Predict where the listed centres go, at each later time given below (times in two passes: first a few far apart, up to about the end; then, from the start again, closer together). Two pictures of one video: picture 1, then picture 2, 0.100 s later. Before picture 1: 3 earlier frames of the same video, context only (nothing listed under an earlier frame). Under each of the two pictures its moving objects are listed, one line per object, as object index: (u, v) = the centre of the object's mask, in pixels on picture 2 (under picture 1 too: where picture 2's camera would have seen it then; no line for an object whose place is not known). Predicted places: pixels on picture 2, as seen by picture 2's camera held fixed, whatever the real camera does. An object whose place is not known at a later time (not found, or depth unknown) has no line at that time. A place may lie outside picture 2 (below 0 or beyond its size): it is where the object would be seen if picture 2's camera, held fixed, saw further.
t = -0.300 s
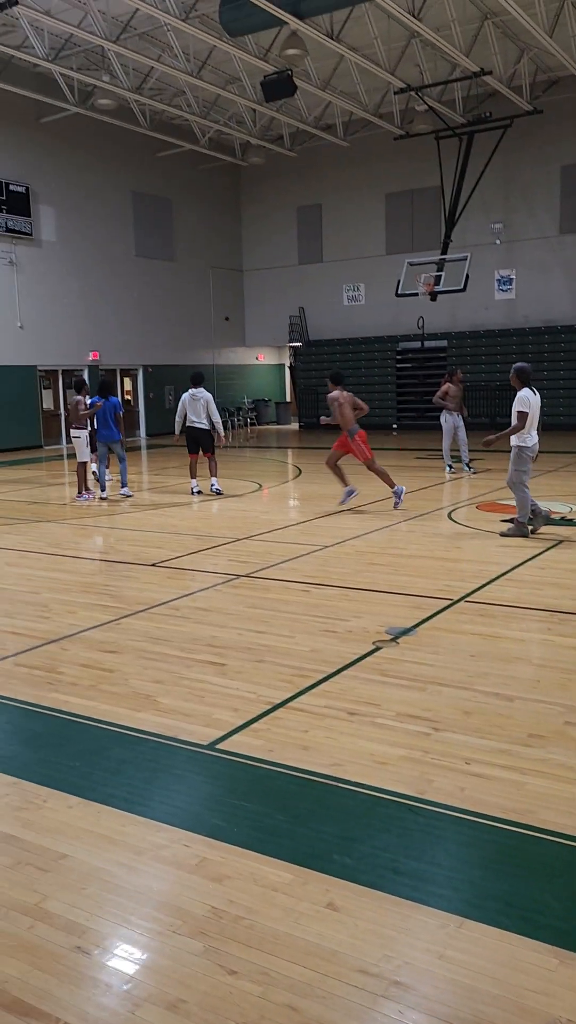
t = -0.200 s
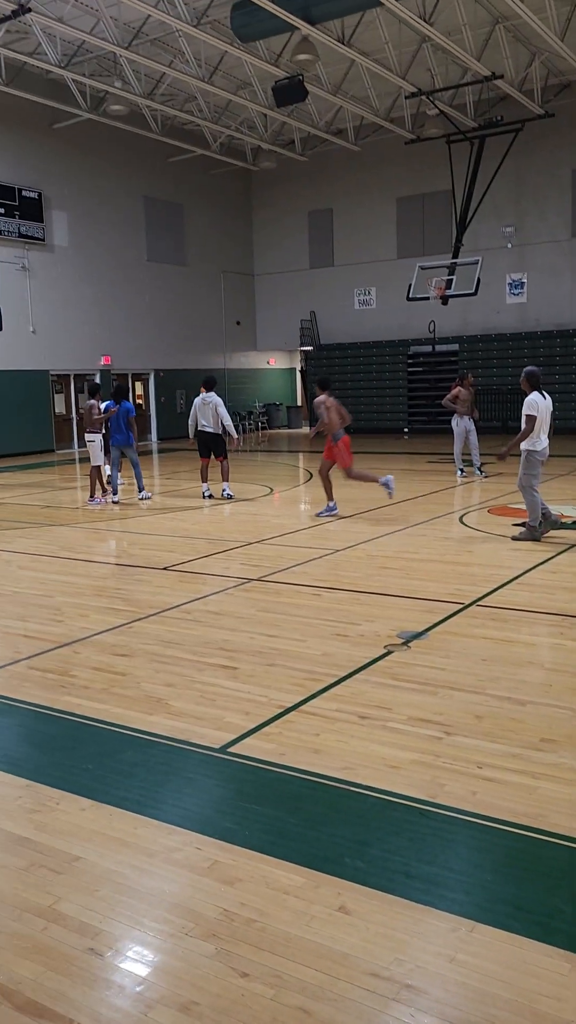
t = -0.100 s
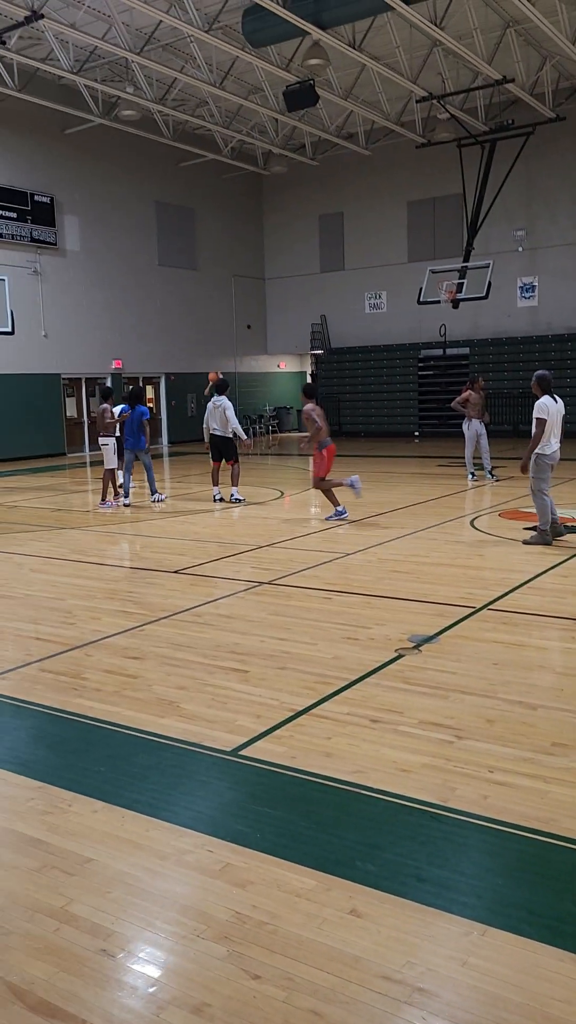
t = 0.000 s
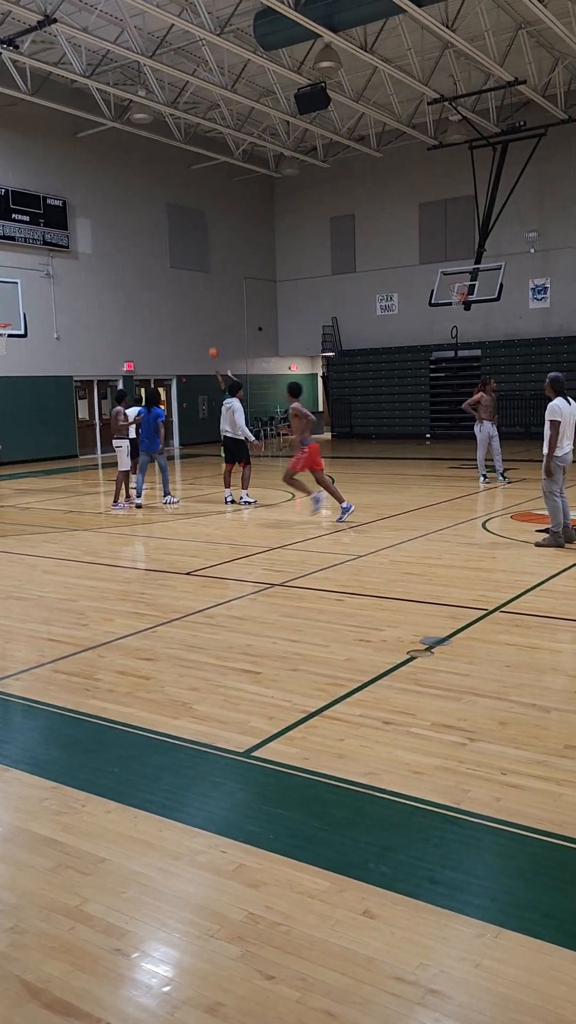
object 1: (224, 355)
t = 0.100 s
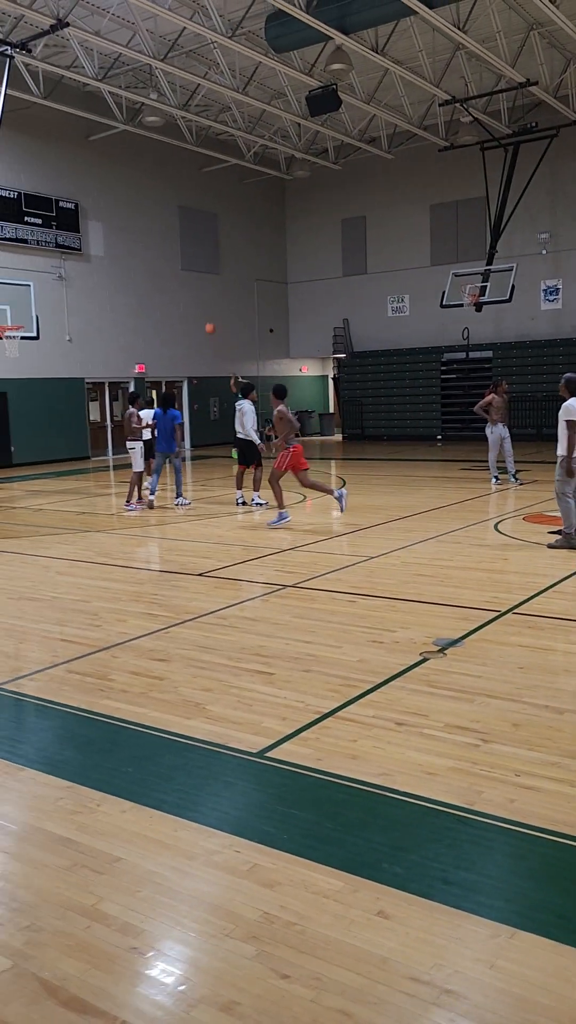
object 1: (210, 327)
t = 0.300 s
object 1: (181, 285)
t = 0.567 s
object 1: (140, 252)
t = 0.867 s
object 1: (92, 252)
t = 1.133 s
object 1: (46, 292)
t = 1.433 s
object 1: (20, 302)
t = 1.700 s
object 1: (16, 307)
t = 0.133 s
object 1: (205, 320)
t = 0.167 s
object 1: (200, 312)
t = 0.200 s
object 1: (196, 305)
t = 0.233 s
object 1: (191, 298)
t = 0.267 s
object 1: (186, 292)
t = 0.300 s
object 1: (181, 285)
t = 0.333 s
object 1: (176, 280)
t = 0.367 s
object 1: (171, 274)
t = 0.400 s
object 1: (166, 269)
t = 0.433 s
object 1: (161, 265)
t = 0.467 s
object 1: (156, 261)
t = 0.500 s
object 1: (151, 258)
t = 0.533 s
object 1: (145, 255)
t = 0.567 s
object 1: (140, 252)
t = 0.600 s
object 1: (135, 250)
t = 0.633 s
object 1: (130, 248)
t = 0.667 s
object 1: (125, 247)
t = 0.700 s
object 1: (119, 247)
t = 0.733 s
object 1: (113, 247)
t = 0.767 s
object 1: (108, 247)
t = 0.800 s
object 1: (103, 248)
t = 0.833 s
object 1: (97, 250)
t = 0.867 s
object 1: (92, 252)
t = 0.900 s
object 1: (86, 255)
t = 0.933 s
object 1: (81, 258)
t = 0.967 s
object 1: (75, 262)
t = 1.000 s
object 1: (69, 267)
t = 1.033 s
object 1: (63, 272)
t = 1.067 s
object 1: (58, 278)
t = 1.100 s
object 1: (52, 284)
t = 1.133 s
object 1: (46, 292)
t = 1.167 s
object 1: (41, 299)
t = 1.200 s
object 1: (35, 308)
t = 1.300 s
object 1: (23, 315)
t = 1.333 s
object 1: (22, 310)
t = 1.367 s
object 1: (21, 307)
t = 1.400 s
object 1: (21, 305)
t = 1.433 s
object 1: (20, 302)
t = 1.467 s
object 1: (20, 301)
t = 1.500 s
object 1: (19, 300)
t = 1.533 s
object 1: (19, 300)
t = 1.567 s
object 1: (19, 300)
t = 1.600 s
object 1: (18, 300)
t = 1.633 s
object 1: (17, 302)
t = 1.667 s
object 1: (17, 304)
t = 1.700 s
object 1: (16, 307)
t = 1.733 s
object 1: (16, 311)
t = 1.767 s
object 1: (16, 315)
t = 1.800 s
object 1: (16, 319)
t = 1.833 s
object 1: (16, 325)
